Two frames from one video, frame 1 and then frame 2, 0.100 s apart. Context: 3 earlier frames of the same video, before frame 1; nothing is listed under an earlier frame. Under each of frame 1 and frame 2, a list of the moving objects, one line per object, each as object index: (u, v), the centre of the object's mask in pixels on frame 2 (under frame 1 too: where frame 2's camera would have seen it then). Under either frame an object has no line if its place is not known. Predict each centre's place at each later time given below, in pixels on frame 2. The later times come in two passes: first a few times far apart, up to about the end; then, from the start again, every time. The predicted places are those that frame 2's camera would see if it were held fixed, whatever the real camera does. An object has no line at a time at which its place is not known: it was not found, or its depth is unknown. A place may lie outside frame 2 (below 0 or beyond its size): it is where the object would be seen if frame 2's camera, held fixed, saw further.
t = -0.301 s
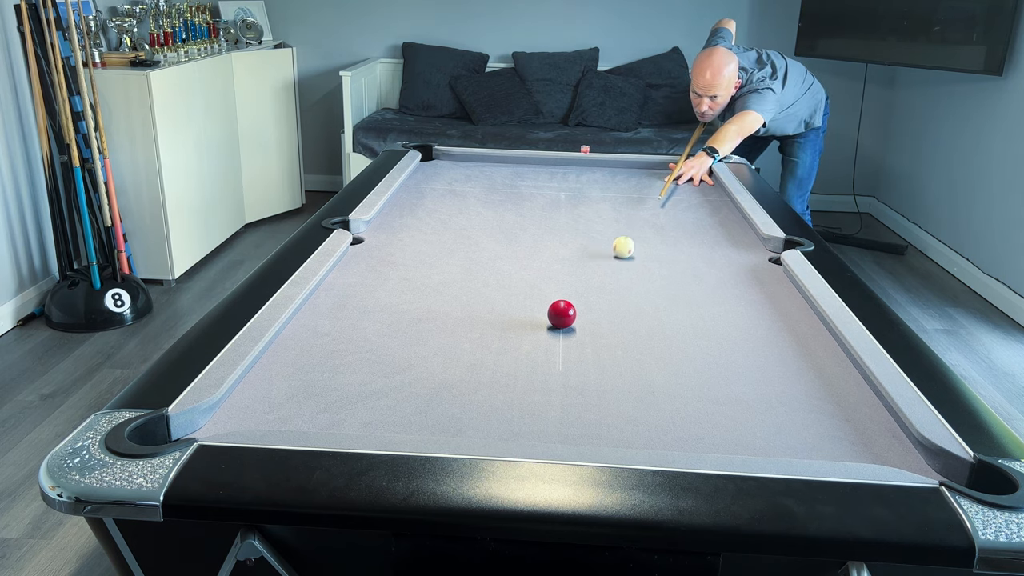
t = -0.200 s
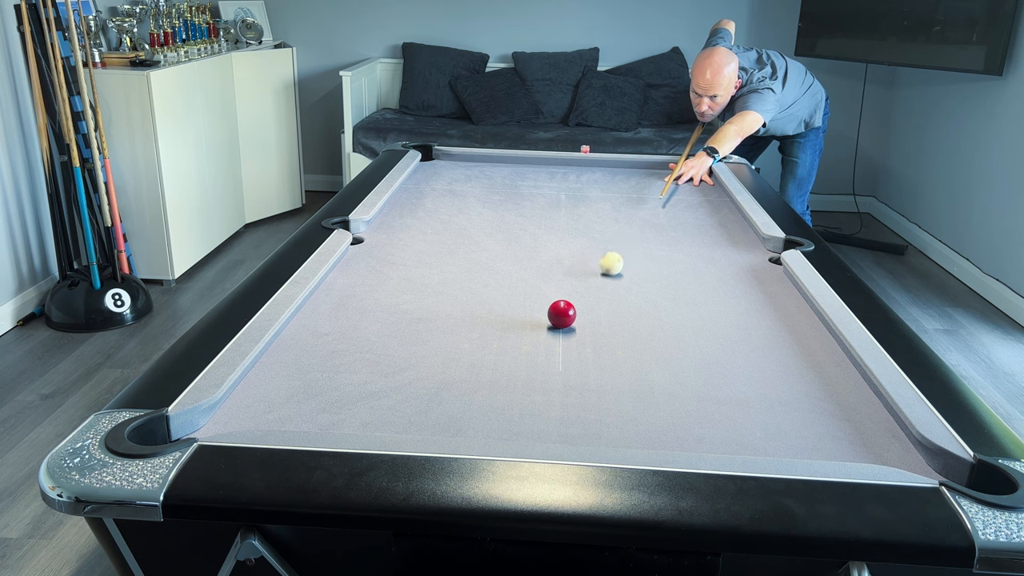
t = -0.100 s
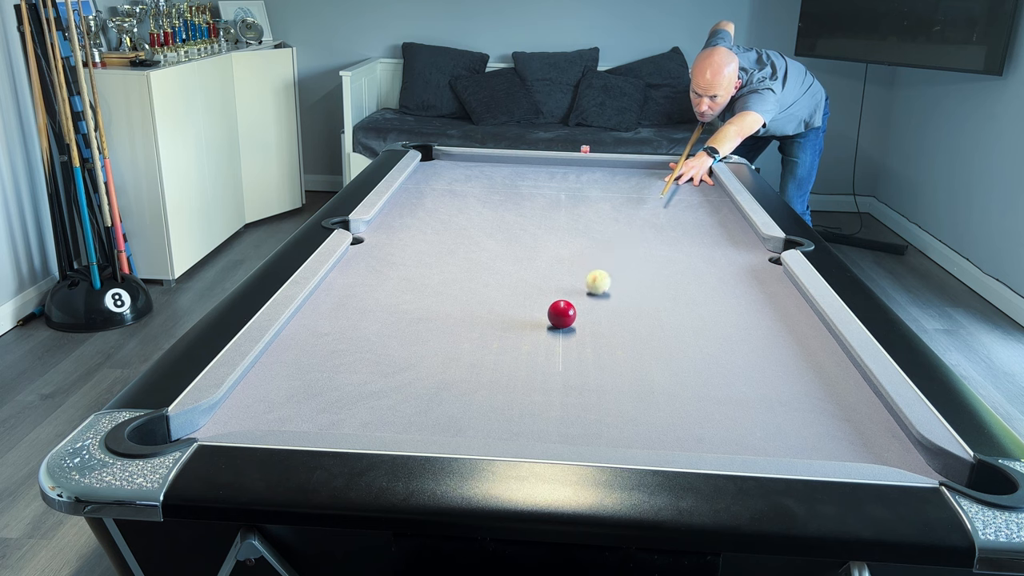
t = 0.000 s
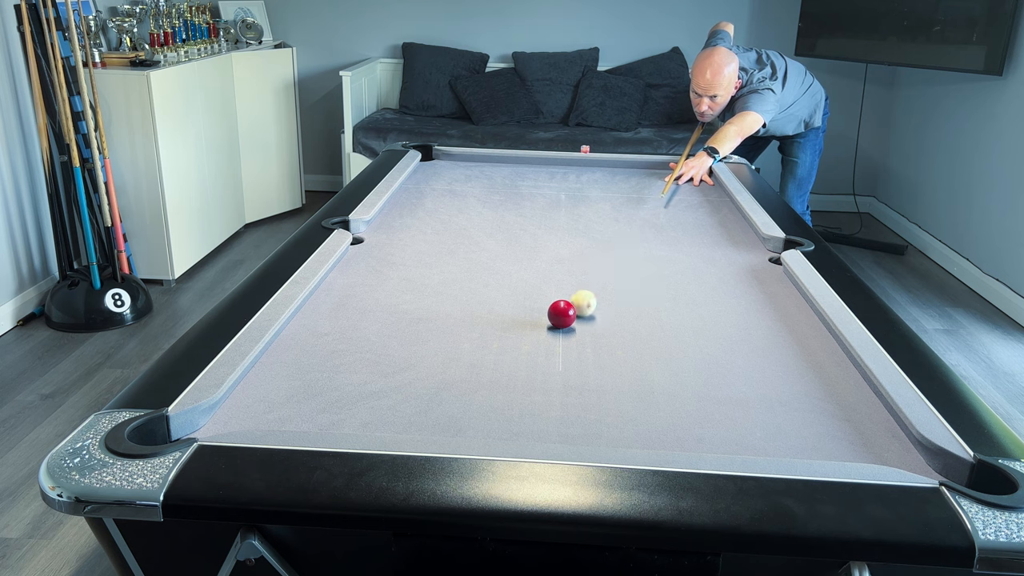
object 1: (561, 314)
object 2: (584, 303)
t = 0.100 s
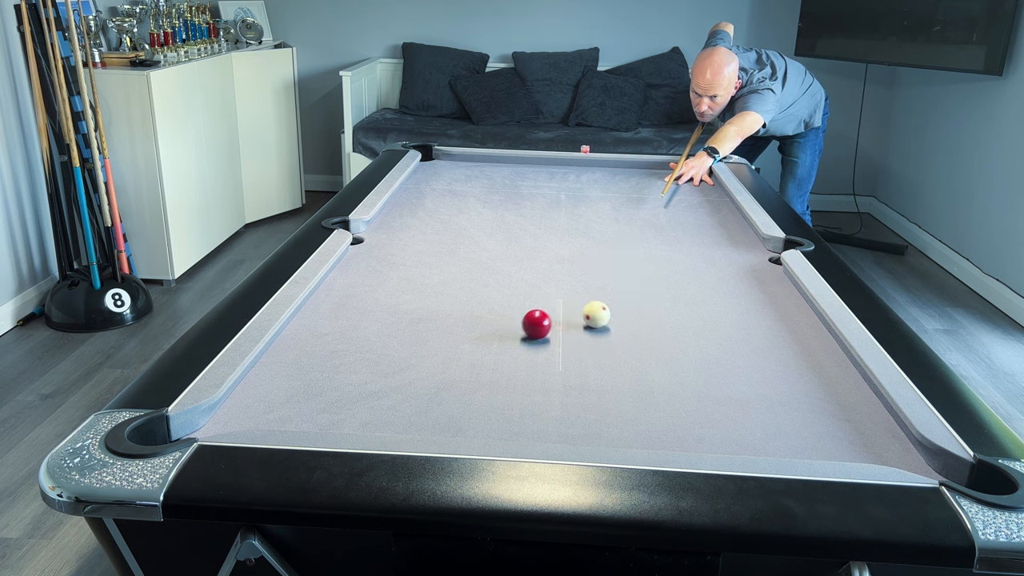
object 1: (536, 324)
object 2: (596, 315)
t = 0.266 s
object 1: (492, 342)
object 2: (622, 333)
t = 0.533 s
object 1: (412, 375)
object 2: (669, 366)
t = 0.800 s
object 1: (320, 412)
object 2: (723, 402)
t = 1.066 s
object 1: (261, 408)
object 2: (783, 441)
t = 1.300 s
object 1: (258, 386)
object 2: (817, 445)
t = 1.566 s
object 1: (299, 369)
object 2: (829, 424)
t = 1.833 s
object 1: (334, 355)
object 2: (839, 404)
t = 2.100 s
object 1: (362, 343)
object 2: (847, 388)
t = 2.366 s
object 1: (386, 333)
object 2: (849, 375)
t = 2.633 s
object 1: (406, 325)
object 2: (833, 367)
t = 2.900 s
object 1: (423, 318)
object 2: (821, 360)
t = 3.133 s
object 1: (435, 314)
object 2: (813, 355)
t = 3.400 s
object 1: (446, 309)
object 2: (807, 352)
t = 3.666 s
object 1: (455, 306)
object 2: (804, 349)
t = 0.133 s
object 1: (527, 328)
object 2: (601, 318)
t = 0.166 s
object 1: (519, 331)
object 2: (606, 322)
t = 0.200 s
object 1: (510, 335)
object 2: (611, 326)
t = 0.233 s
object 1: (501, 339)
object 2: (617, 329)
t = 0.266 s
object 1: (492, 342)
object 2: (622, 333)
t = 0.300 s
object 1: (483, 346)
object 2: (628, 337)
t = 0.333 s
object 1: (473, 350)
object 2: (633, 341)
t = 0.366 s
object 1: (464, 354)
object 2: (639, 345)
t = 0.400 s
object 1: (454, 358)
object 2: (645, 349)
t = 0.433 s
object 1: (444, 362)
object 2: (651, 353)
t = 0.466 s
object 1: (434, 366)
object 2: (657, 357)
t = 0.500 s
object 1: (423, 370)
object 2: (663, 362)
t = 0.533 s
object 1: (412, 375)
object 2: (669, 366)
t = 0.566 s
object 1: (402, 379)
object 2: (675, 370)
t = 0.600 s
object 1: (391, 384)
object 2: (682, 374)
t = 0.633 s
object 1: (379, 388)
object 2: (688, 379)
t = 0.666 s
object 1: (368, 393)
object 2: (695, 383)
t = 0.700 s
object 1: (356, 397)
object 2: (702, 388)
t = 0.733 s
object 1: (344, 402)
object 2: (708, 392)
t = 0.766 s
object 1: (332, 407)
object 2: (715, 397)
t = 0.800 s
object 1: (320, 412)
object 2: (723, 402)
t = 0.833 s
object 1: (308, 415)
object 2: (730, 407)
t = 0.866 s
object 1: (295, 418)
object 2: (737, 411)
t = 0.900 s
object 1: (282, 420)
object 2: (745, 416)
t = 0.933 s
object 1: (278, 418)
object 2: (752, 421)
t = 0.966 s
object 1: (274, 416)
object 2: (760, 427)
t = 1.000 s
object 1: (269, 413)
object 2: (767, 432)
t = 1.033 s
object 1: (265, 411)
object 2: (775, 437)
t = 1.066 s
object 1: (261, 408)
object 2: (783, 441)
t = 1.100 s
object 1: (257, 404)
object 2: (791, 444)
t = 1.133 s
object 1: (253, 401)
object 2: (800, 448)
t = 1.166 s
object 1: (250, 397)
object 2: (807, 450)
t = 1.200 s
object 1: (246, 394)
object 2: (812, 451)
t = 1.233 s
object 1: (246, 391)
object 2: (814, 449)
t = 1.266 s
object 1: (252, 389)
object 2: (815, 447)
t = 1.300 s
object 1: (258, 386)
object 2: (817, 445)
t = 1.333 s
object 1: (264, 384)
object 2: (819, 443)
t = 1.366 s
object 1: (269, 382)
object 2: (821, 441)
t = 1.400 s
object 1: (274, 380)
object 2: (822, 439)
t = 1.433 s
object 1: (280, 377)
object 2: (824, 435)
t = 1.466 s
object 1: (285, 375)
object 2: (825, 432)
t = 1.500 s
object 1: (290, 373)
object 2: (826, 429)
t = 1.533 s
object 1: (295, 371)
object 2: (828, 427)
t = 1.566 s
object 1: (299, 369)
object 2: (829, 424)
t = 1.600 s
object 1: (304, 367)
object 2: (831, 421)
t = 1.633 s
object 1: (309, 365)
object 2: (832, 419)
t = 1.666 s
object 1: (313, 363)
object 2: (833, 416)
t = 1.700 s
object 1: (317, 362)
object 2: (834, 414)
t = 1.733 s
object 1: (322, 360)
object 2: (835, 411)
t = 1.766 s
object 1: (326, 358)
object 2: (837, 409)
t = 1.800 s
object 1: (330, 357)
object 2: (838, 406)
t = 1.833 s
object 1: (334, 355)
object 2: (839, 404)
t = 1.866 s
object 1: (338, 353)
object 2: (840, 402)
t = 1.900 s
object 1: (341, 352)
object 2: (841, 400)
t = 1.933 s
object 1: (345, 350)
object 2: (842, 398)
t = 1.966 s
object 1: (349, 349)
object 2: (843, 396)
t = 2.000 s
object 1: (352, 347)
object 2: (844, 394)
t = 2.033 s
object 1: (356, 346)
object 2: (845, 392)
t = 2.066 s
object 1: (359, 344)
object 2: (847, 390)
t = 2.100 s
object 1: (362, 343)
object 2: (847, 388)
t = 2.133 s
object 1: (365, 341)
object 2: (848, 386)
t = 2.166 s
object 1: (369, 340)
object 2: (849, 384)
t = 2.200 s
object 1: (372, 339)
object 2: (850, 383)
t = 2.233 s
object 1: (375, 338)
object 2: (851, 381)
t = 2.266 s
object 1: (378, 336)
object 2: (852, 379)
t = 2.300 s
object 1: (381, 335)
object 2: (853, 378)
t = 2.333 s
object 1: (384, 334)
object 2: (851, 377)
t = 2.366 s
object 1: (386, 333)
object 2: (849, 375)
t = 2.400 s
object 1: (389, 332)
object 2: (846, 374)
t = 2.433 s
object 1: (392, 331)
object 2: (844, 373)
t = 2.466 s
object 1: (394, 329)
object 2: (842, 372)
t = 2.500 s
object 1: (397, 329)
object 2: (840, 371)
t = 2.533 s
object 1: (399, 327)
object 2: (839, 370)
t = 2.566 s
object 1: (402, 327)
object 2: (837, 369)
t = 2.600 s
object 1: (404, 326)
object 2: (835, 368)
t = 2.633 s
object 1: (406, 325)
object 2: (833, 367)
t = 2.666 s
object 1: (409, 324)
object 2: (832, 366)
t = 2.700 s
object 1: (411, 323)
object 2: (830, 365)
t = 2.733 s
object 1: (413, 322)
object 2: (828, 364)
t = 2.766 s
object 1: (415, 321)
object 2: (827, 363)
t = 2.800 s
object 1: (417, 320)
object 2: (825, 362)
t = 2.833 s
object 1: (419, 320)
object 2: (824, 362)
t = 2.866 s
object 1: (421, 319)
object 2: (823, 361)
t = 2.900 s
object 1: (423, 318)
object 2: (821, 360)
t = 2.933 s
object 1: (425, 317)
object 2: (820, 359)
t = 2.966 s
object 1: (427, 317)
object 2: (819, 359)
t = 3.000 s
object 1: (429, 316)
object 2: (818, 358)
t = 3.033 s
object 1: (430, 315)
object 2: (816, 357)
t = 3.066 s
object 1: (432, 315)
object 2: (815, 356)
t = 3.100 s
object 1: (433, 314)
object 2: (814, 356)
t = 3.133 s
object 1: (435, 314)
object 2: (813, 355)
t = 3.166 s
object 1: (436, 313)
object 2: (812, 355)
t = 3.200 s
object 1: (438, 312)
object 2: (811, 354)
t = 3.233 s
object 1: (439, 312)
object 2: (811, 354)
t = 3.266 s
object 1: (441, 311)
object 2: (810, 353)
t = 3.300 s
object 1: (442, 311)
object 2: (809, 353)
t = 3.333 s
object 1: (444, 310)
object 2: (808, 352)
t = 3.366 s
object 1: (445, 310)
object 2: (807, 352)
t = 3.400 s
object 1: (446, 309)
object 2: (807, 352)
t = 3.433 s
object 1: (448, 309)
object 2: (806, 351)
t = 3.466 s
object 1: (449, 309)
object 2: (806, 351)
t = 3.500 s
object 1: (450, 308)
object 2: (805, 350)
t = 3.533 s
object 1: (451, 308)
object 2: (805, 350)
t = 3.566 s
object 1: (452, 307)
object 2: (805, 350)
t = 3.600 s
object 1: (453, 307)
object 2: (805, 350)
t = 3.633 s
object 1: (454, 307)
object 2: (804, 350)
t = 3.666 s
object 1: (455, 306)
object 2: (804, 349)
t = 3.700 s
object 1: (456, 306)
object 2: (804, 349)
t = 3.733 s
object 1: (457, 306)
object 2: (804, 349)
